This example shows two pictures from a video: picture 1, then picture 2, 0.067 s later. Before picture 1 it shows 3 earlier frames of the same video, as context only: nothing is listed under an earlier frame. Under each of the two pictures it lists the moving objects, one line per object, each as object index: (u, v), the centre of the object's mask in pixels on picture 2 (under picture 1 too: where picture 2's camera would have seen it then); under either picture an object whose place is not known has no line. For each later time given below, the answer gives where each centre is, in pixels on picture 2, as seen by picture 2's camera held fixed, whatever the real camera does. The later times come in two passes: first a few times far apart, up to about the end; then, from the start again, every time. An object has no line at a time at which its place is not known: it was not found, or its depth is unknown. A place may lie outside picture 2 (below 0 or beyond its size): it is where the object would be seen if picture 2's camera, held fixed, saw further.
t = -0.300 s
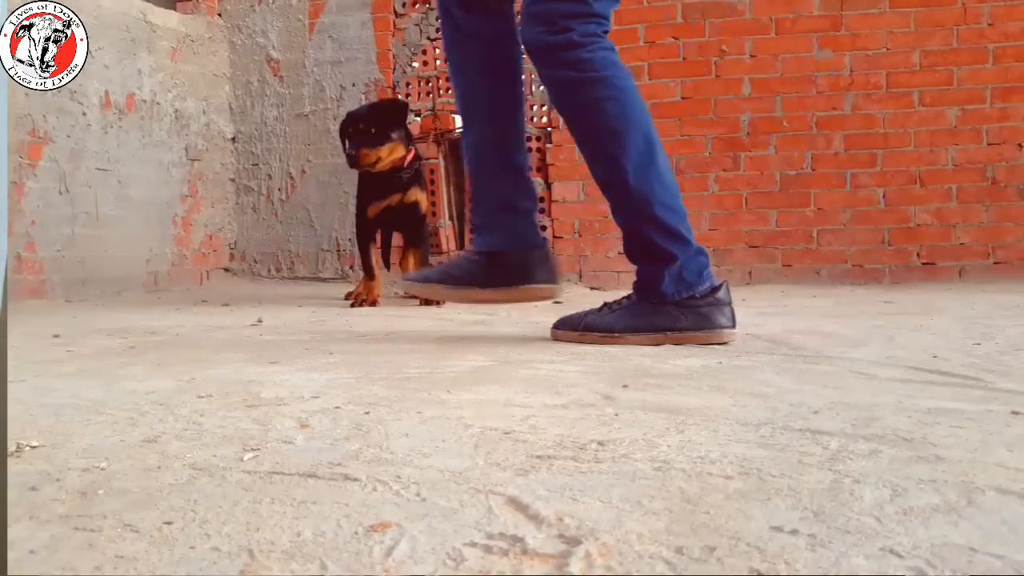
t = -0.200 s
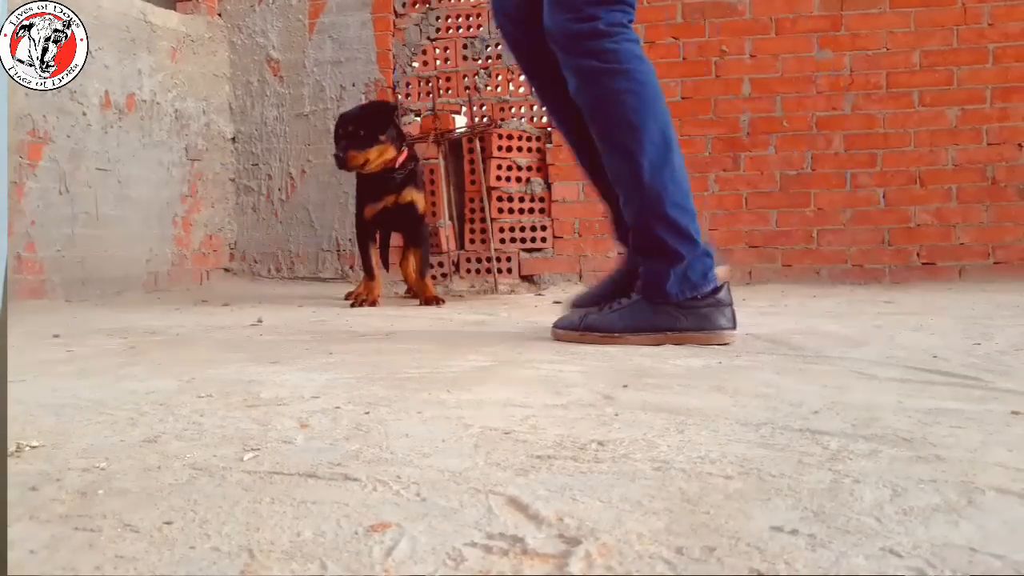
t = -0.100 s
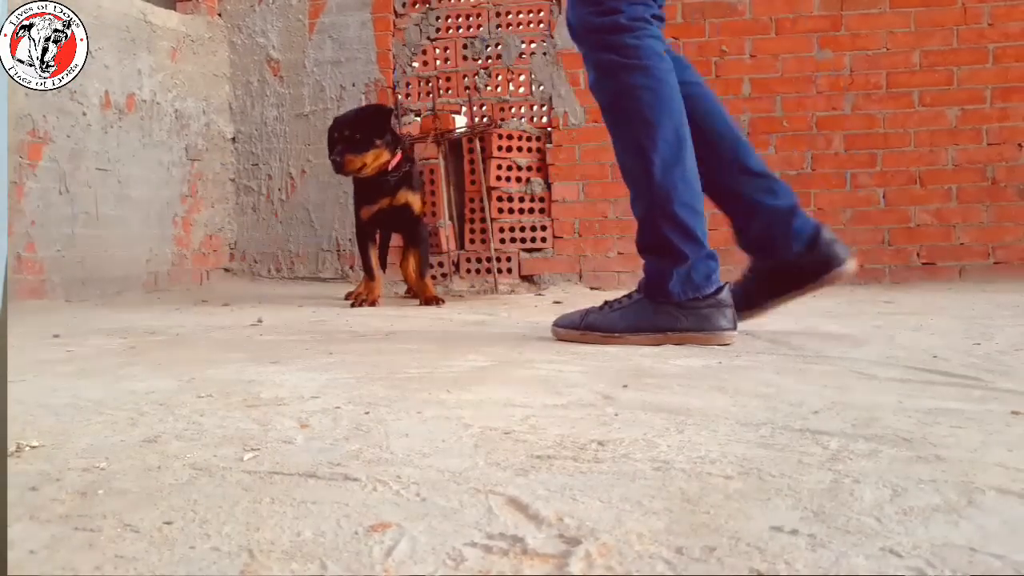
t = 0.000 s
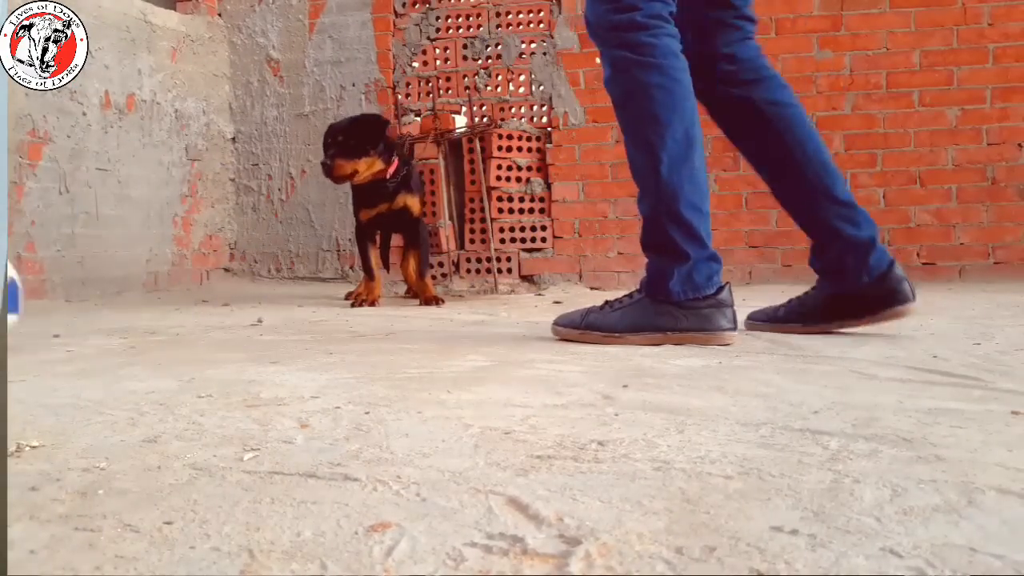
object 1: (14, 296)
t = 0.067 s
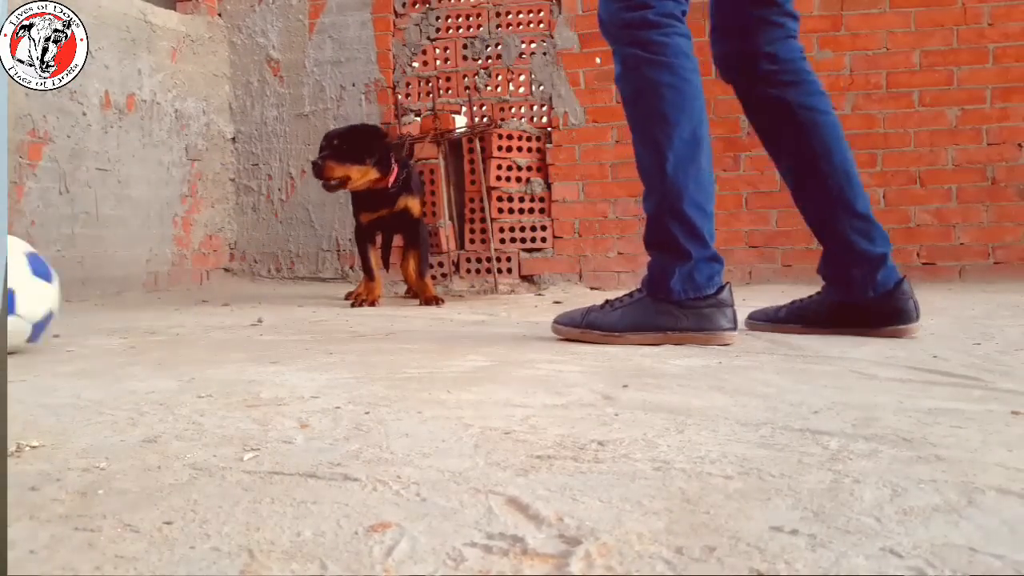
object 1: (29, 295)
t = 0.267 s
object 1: (87, 290)
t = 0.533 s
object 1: (189, 285)
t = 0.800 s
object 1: (280, 283)
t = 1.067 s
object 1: (353, 279)
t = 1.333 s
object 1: (410, 278)
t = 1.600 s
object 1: (460, 279)
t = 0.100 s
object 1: (37, 296)
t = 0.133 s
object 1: (45, 293)
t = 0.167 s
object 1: (53, 294)
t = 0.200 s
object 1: (63, 294)
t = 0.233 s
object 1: (72, 290)
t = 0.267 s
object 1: (87, 290)
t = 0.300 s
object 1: (101, 292)
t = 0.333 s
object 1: (114, 289)
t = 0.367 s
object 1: (128, 288)
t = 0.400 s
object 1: (140, 287)
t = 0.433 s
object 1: (152, 285)
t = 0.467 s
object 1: (165, 286)
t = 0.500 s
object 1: (177, 288)
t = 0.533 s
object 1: (189, 285)
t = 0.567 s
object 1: (201, 284)
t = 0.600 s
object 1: (213, 285)
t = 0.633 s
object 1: (224, 285)
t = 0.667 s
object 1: (235, 284)
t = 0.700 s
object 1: (247, 284)
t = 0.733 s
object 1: (259, 285)
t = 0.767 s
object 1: (270, 284)
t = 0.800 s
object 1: (280, 283)
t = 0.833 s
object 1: (291, 283)
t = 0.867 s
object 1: (301, 283)
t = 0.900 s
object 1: (310, 282)
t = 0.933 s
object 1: (319, 280)
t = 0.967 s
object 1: (327, 279)
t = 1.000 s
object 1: (336, 279)
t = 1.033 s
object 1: (345, 279)
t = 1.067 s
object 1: (353, 279)
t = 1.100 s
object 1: (361, 279)
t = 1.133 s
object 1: (369, 279)
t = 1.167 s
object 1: (377, 280)
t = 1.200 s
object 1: (384, 279)
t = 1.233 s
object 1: (390, 278)
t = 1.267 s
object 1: (397, 277)
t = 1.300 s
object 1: (404, 277)
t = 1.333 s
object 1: (410, 278)
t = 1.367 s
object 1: (416, 278)
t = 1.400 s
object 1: (422, 278)
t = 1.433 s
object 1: (428, 279)
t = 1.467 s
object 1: (435, 279)
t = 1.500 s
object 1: (442, 279)
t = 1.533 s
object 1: (448, 279)
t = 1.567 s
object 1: (454, 279)
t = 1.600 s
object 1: (460, 279)
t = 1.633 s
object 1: (466, 279)
